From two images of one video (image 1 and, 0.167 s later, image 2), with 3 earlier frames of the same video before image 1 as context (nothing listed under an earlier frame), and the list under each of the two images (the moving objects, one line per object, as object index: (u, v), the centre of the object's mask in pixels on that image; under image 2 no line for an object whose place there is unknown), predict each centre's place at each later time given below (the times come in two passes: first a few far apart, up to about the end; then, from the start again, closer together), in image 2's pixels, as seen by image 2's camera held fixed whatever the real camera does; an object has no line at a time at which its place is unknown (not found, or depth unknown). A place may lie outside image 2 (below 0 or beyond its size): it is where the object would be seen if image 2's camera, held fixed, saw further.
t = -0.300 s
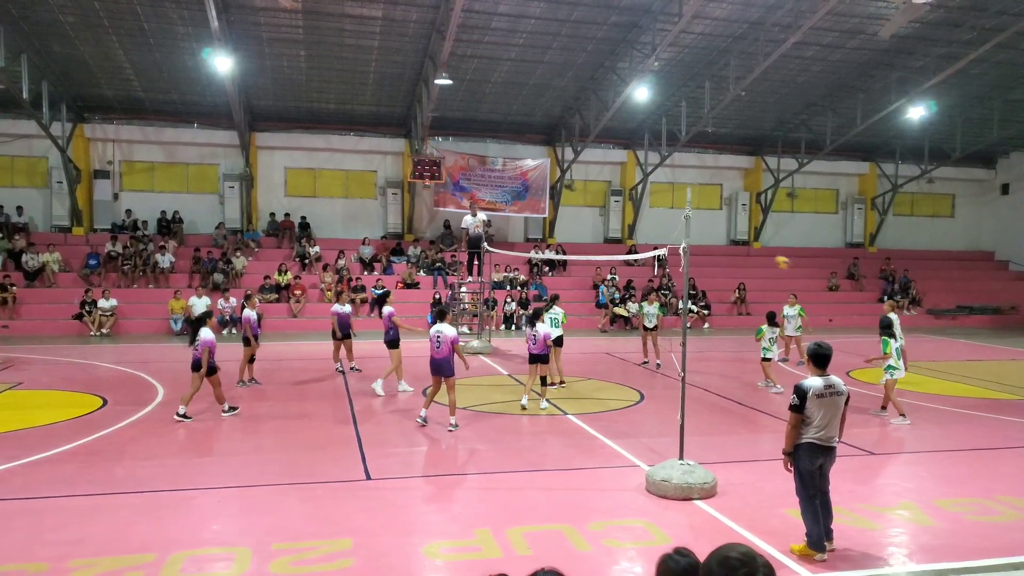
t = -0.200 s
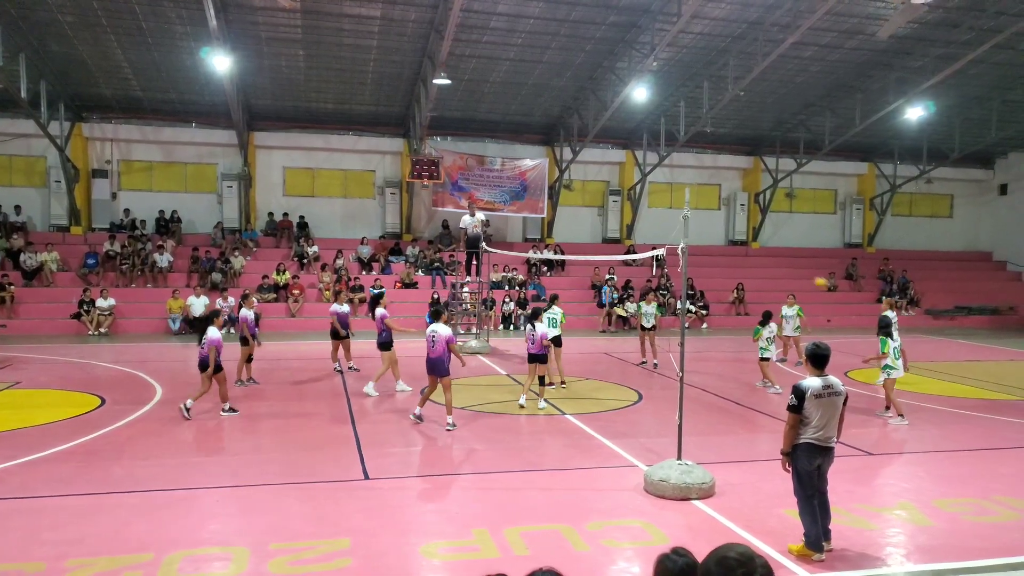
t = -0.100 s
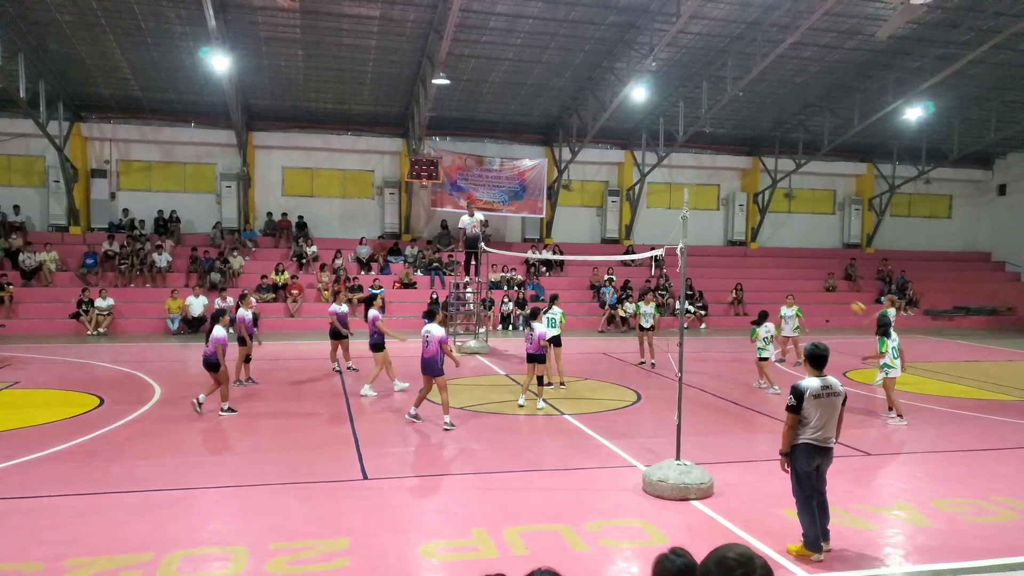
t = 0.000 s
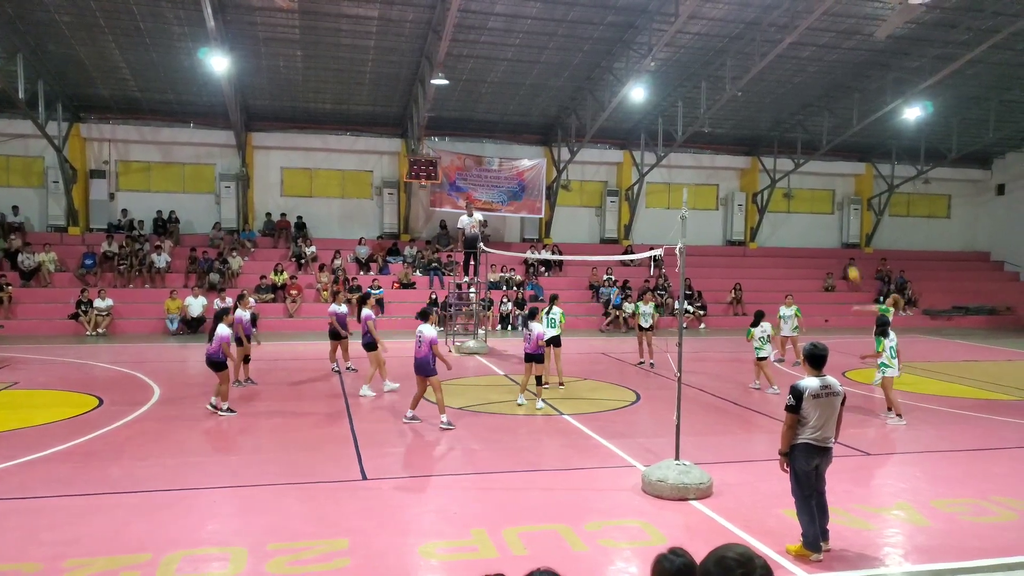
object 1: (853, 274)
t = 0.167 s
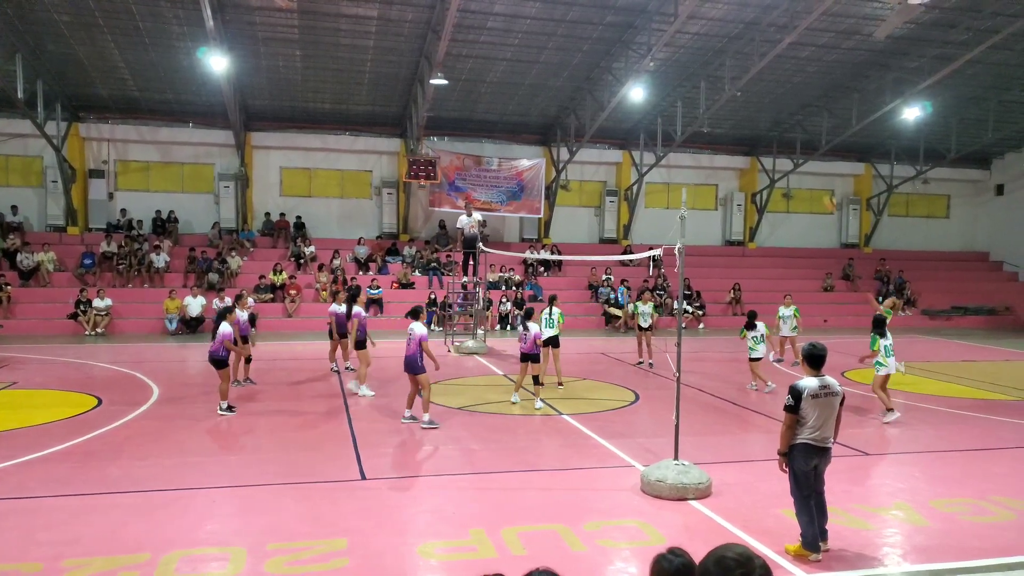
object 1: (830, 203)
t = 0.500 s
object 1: (780, 97)
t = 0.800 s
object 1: (730, 50)
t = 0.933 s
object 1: (705, 47)
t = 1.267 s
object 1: (635, 92)
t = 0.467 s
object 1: (785, 106)
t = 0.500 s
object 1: (780, 97)
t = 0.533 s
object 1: (775, 89)
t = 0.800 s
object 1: (730, 50)
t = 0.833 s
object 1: (724, 48)
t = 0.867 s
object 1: (718, 47)
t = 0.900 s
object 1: (711, 47)
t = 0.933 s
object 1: (705, 47)
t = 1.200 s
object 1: (650, 77)
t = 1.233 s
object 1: (643, 83)
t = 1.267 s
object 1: (635, 92)
